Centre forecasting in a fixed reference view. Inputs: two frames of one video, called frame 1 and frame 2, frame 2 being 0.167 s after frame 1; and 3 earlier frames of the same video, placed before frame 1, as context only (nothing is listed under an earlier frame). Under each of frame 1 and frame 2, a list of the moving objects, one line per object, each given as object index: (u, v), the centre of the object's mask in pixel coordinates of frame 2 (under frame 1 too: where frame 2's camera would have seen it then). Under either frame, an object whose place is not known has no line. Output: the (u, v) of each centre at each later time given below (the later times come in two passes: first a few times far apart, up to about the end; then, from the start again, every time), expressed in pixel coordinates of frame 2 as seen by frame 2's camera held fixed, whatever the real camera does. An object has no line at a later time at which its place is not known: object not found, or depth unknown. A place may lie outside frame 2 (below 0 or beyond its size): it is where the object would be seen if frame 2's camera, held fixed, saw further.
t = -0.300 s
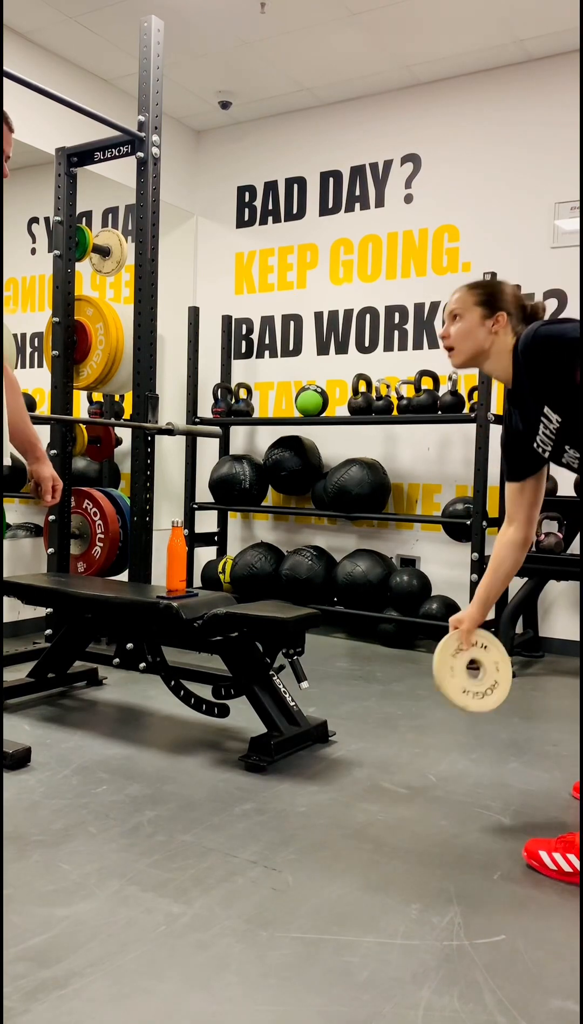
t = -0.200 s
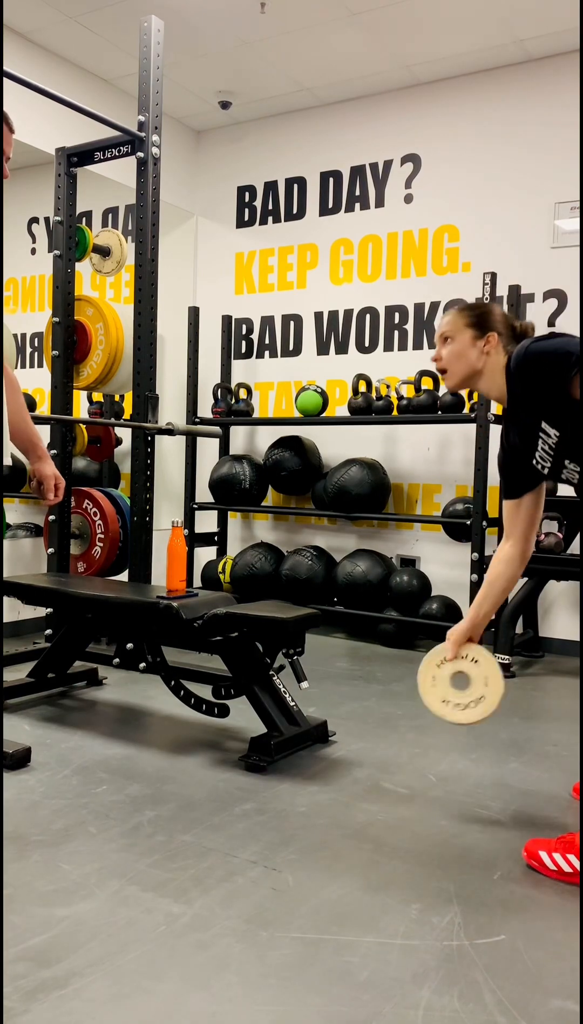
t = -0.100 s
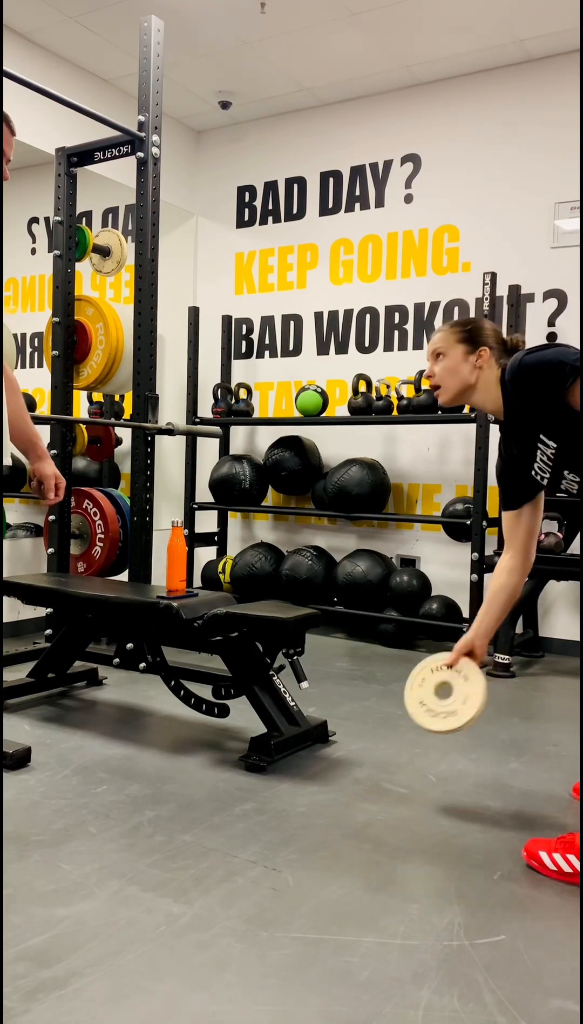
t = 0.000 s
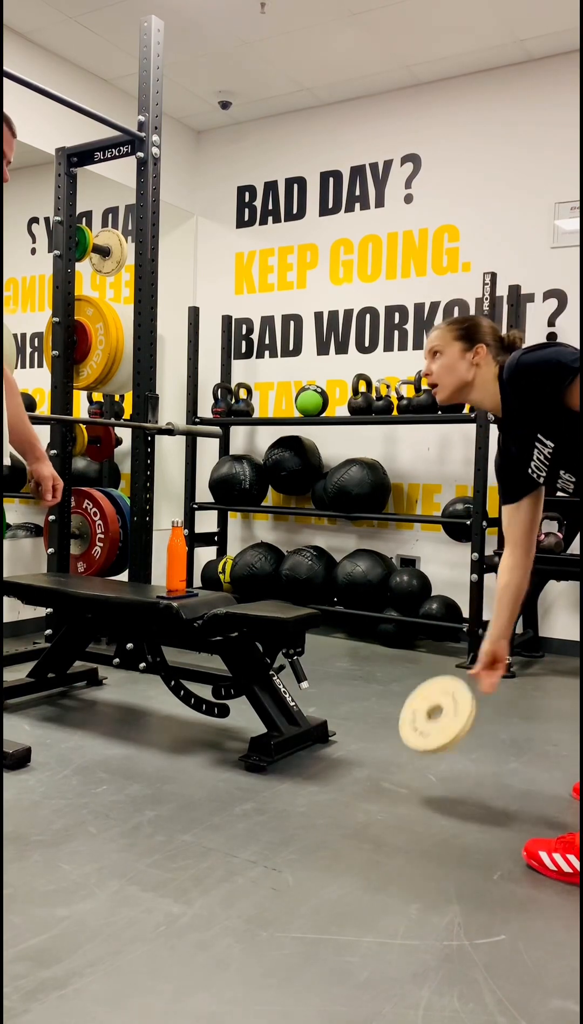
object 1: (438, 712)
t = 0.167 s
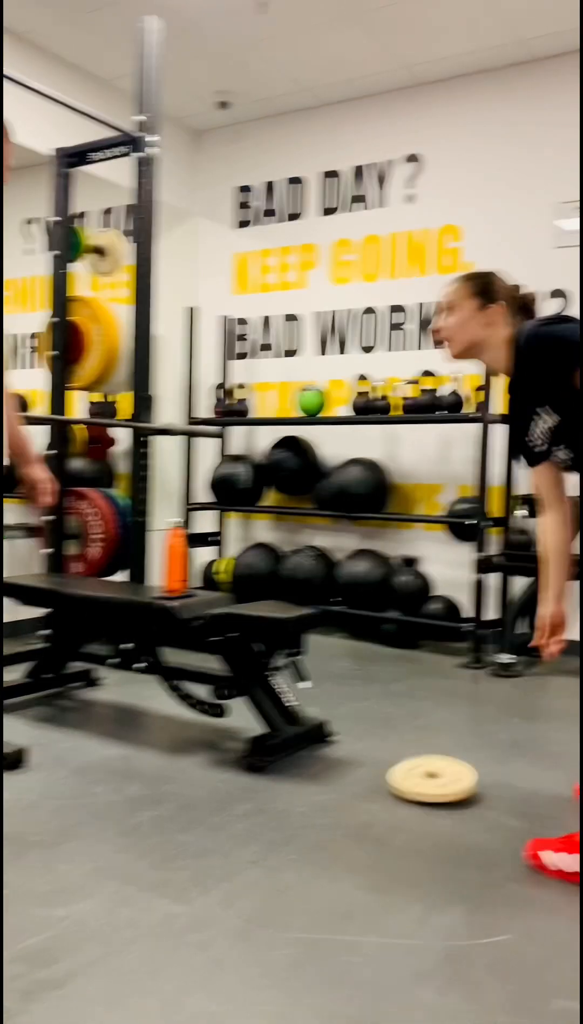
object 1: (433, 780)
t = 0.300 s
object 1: (431, 780)
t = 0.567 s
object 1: (434, 785)
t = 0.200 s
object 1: (432, 777)
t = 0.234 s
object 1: (432, 775)
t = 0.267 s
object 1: (432, 776)
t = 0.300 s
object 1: (431, 780)
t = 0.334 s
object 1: (429, 786)
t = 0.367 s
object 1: (429, 784)
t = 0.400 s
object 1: (430, 781)
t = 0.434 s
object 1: (432, 780)
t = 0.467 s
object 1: (432, 781)
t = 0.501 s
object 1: (431, 786)
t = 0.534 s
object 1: (432, 789)
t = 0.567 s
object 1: (434, 785)
